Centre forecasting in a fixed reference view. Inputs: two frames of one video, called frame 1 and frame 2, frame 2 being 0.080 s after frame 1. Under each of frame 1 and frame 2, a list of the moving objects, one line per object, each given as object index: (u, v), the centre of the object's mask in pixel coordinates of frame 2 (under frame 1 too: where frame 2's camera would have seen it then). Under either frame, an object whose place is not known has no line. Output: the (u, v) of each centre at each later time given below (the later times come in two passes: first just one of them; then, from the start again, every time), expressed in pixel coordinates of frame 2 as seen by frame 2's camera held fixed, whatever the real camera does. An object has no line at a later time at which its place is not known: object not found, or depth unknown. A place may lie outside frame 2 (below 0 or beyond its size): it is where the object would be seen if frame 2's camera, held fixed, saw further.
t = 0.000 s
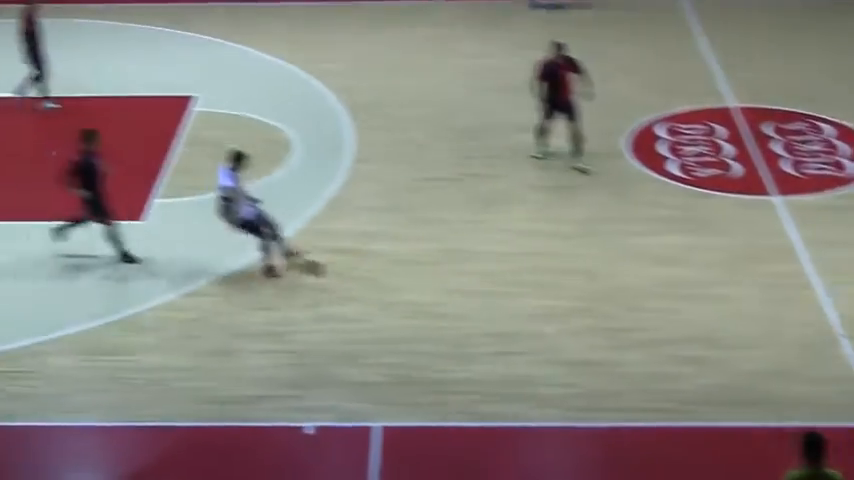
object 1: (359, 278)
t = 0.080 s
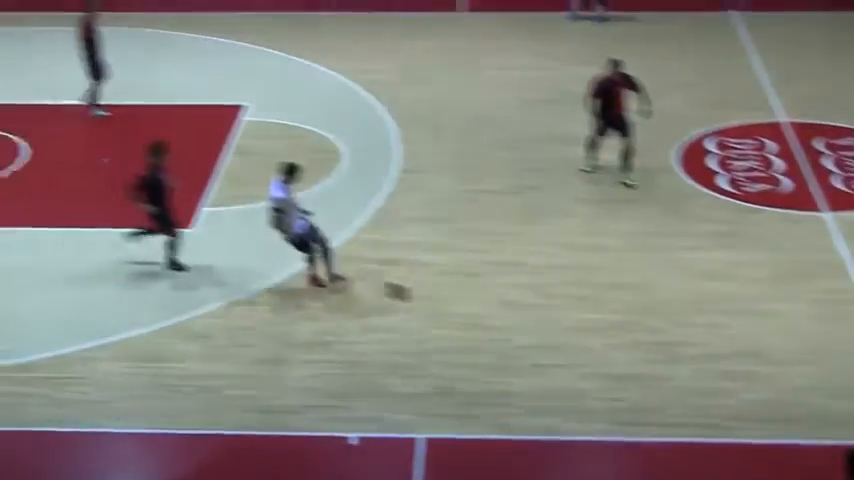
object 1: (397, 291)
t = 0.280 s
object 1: (488, 323)
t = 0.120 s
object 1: (416, 298)
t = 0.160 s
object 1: (432, 304)
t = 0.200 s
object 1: (451, 311)
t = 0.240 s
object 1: (469, 317)
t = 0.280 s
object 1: (488, 323)
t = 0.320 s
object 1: (504, 329)
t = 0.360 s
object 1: (520, 333)
